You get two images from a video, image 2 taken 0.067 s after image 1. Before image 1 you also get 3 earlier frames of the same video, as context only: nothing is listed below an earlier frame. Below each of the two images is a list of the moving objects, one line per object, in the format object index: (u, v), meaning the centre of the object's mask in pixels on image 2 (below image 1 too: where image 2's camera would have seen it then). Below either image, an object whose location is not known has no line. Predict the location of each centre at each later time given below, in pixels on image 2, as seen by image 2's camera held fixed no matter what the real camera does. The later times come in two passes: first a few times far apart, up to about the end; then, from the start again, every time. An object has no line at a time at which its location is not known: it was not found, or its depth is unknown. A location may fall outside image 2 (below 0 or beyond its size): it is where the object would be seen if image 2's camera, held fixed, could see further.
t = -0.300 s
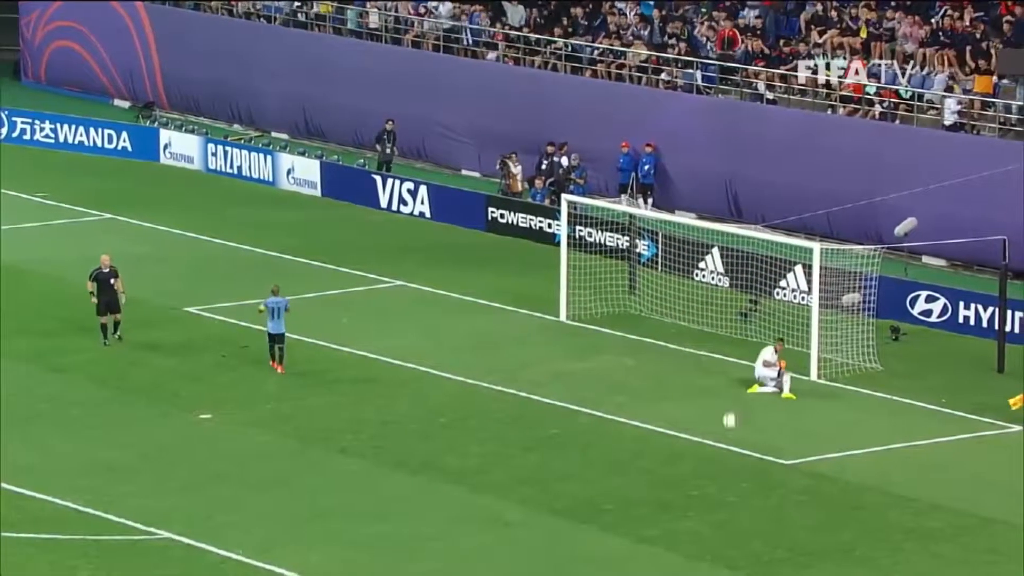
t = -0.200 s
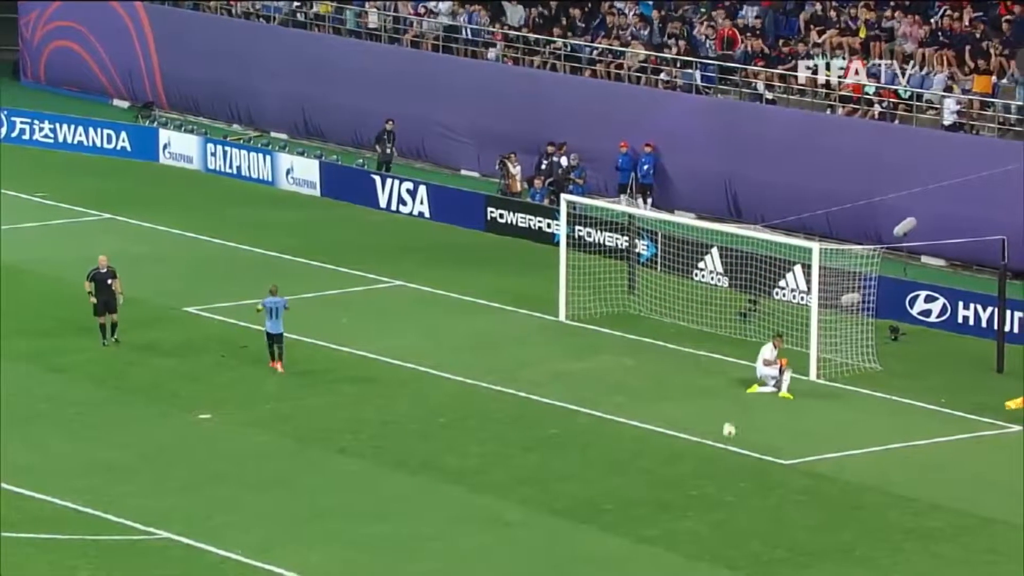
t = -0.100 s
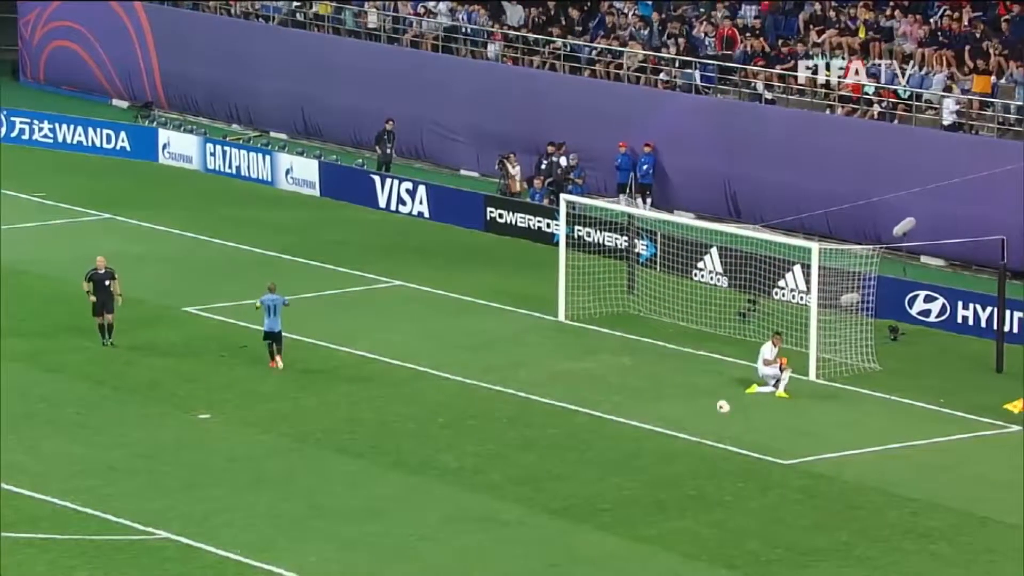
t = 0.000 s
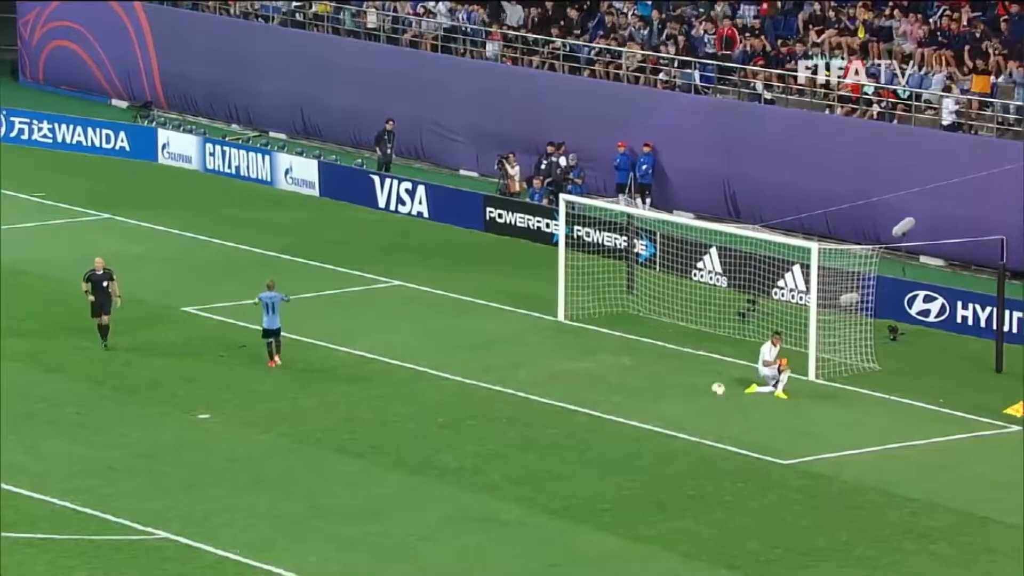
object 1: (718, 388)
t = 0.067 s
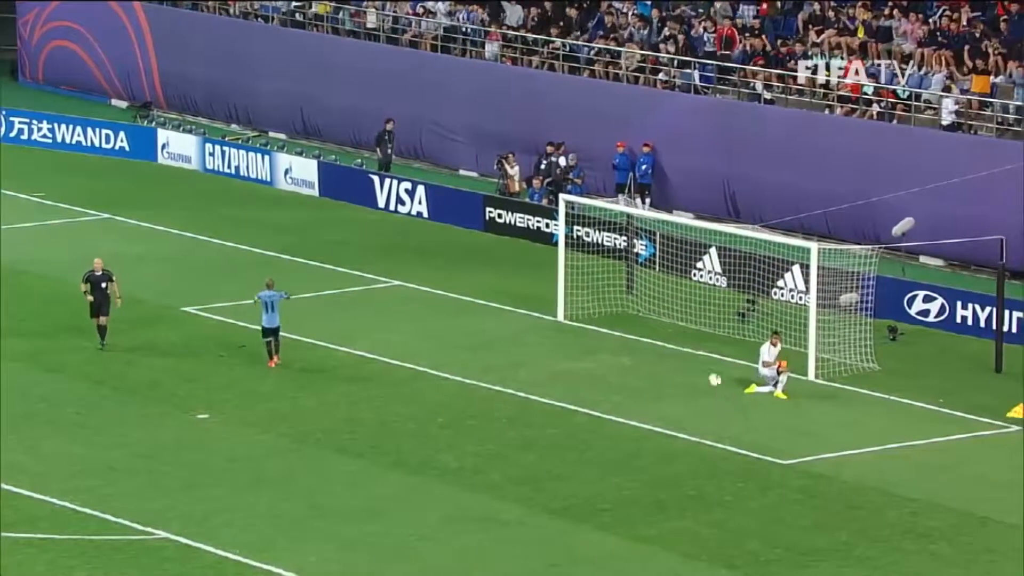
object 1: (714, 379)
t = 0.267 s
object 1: (704, 370)
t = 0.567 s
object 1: (690, 396)
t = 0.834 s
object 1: (676, 463)
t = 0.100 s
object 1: (713, 377)
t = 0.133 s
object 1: (711, 374)
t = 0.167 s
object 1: (710, 372)
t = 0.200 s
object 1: (708, 370)
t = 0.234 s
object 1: (706, 370)
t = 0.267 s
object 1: (704, 370)
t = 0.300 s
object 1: (703, 370)
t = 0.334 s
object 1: (701, 371)
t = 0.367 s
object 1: (699, 372)
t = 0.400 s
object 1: (697, 375)
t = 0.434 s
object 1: (697, 378)
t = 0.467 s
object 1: (695, 381)
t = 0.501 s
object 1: (693, 386)
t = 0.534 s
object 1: (691, 391)
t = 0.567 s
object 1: (690, 396)
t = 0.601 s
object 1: (688, 402)
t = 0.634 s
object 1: (686, 409)
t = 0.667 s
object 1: (684, 416)
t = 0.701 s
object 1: (683, 424)
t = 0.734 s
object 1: (681, 433)
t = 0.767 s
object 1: (679, 442)
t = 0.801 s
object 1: (678, 452)
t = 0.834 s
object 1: (676, 463)
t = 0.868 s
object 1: (674, 471)
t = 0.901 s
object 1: (673, 465)
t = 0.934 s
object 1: (673, 461)
